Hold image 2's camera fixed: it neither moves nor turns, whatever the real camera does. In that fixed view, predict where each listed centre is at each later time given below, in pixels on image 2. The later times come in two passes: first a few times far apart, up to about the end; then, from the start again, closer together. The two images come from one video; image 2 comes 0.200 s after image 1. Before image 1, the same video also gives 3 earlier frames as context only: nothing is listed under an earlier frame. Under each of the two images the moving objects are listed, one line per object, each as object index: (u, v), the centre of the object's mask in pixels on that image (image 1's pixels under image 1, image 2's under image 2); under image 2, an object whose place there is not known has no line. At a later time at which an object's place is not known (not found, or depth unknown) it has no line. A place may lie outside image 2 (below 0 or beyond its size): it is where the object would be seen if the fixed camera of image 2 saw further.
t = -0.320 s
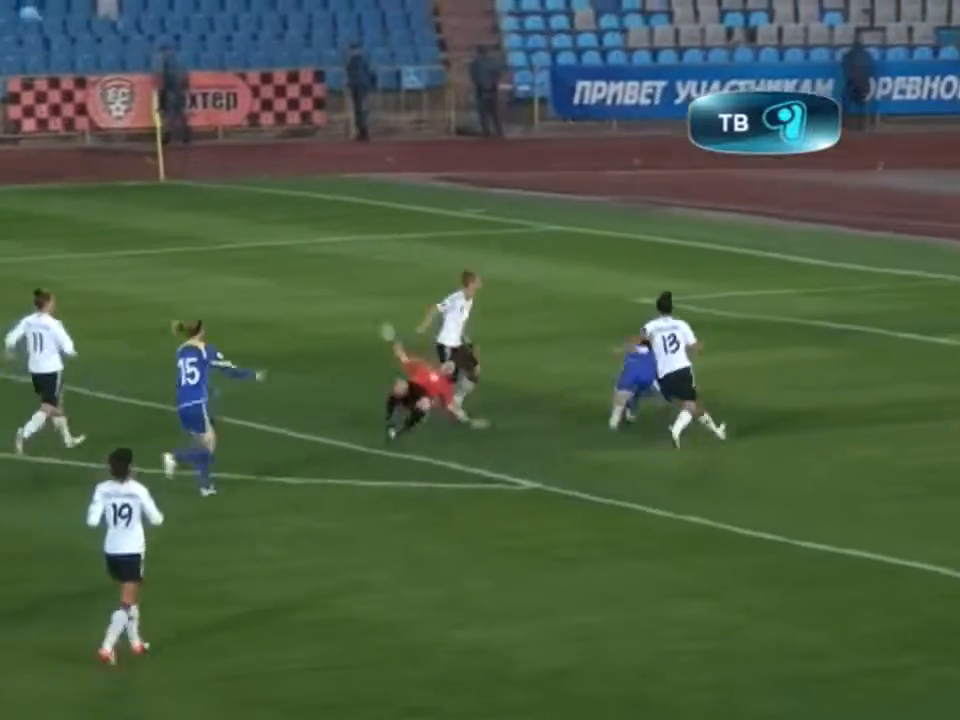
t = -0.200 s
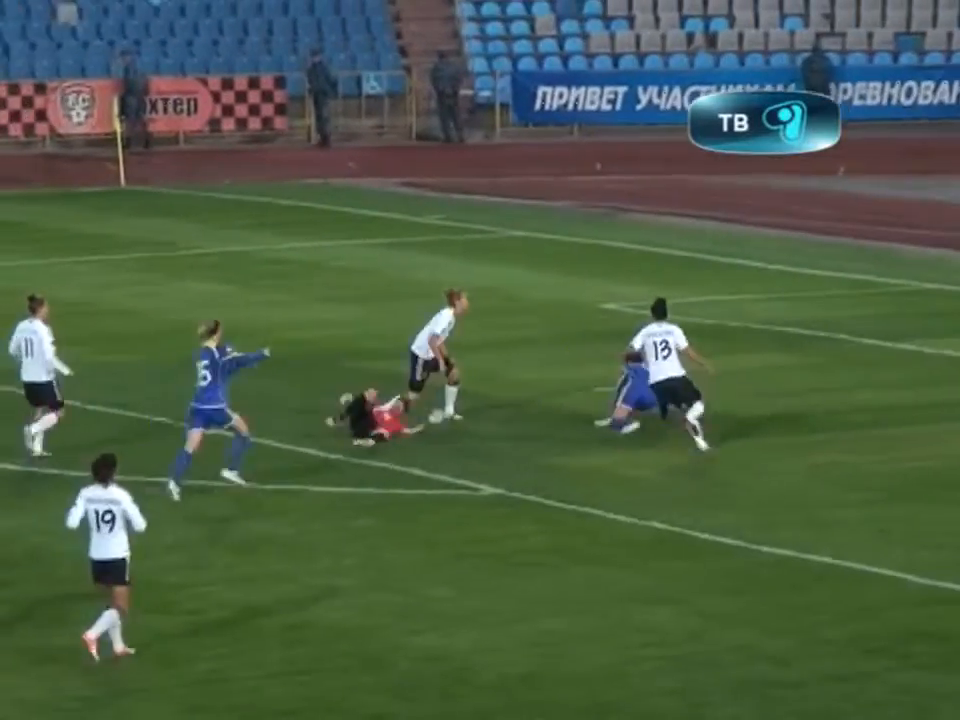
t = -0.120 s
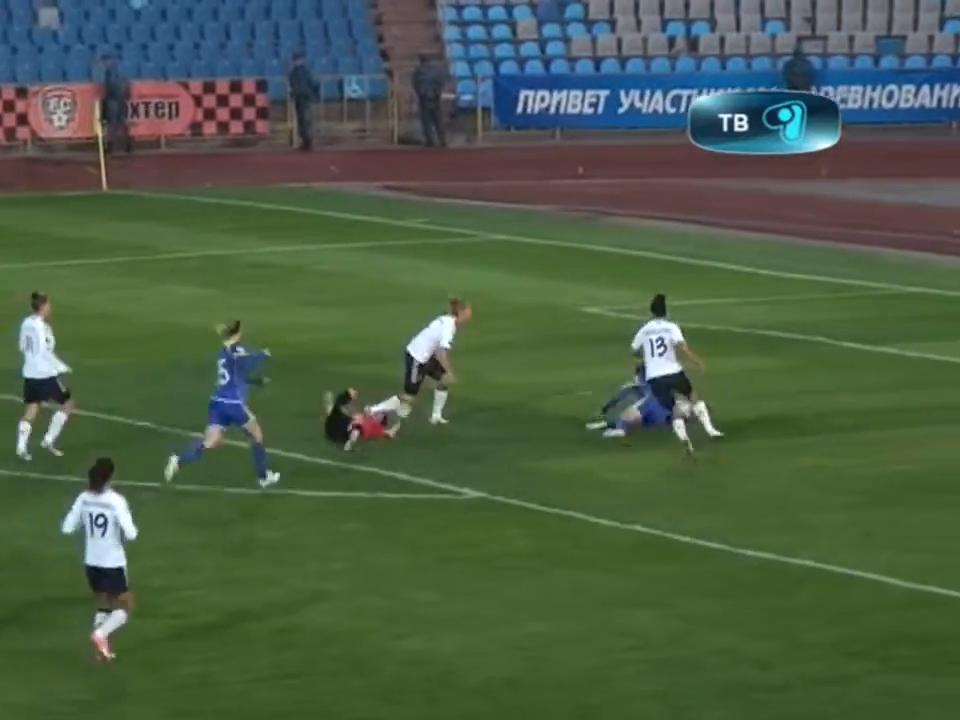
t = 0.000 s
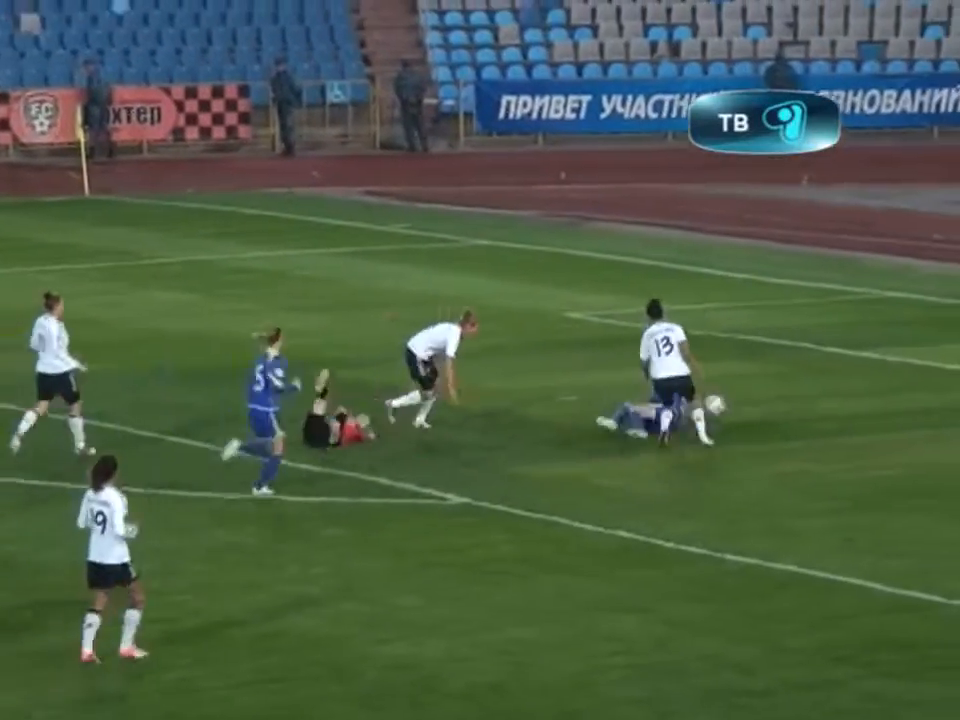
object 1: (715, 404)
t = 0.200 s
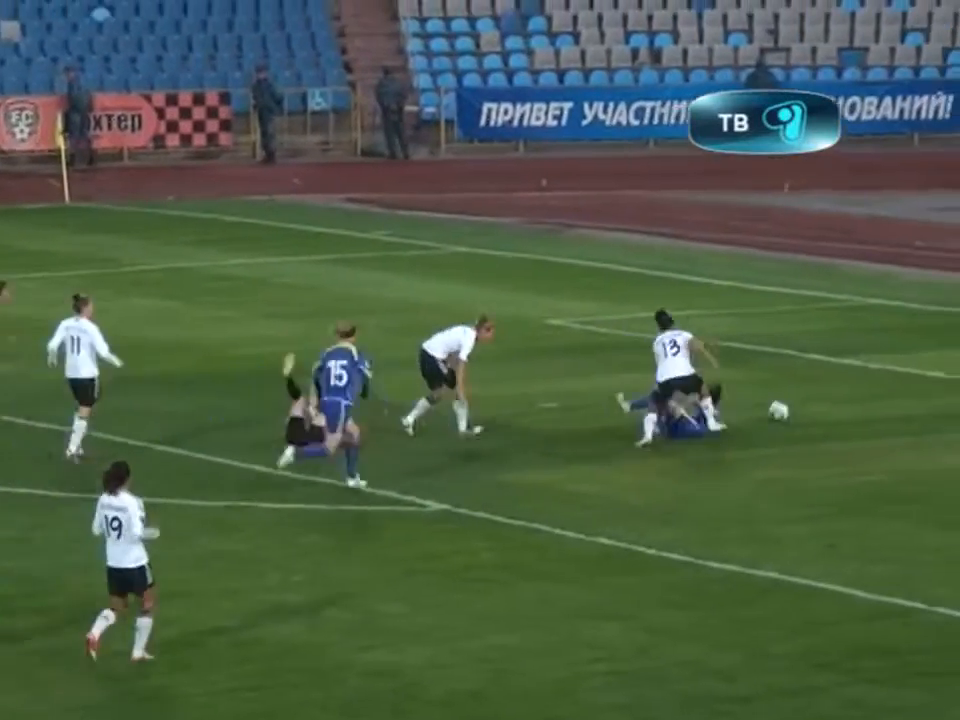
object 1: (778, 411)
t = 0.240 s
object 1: (795, 410)
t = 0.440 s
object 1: (872, 406)
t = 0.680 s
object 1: (957, 405)
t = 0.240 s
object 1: (795, 410)
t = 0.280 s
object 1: (811, 411)
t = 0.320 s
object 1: (826, 410)
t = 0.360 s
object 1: (841, 407)
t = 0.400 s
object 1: (856, 406)
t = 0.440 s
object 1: (872, 406)
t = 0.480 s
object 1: (885, 408)
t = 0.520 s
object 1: (901, 408)
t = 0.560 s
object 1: (915, 406)
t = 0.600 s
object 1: (930, 404)
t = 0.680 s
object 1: (957, 405)
